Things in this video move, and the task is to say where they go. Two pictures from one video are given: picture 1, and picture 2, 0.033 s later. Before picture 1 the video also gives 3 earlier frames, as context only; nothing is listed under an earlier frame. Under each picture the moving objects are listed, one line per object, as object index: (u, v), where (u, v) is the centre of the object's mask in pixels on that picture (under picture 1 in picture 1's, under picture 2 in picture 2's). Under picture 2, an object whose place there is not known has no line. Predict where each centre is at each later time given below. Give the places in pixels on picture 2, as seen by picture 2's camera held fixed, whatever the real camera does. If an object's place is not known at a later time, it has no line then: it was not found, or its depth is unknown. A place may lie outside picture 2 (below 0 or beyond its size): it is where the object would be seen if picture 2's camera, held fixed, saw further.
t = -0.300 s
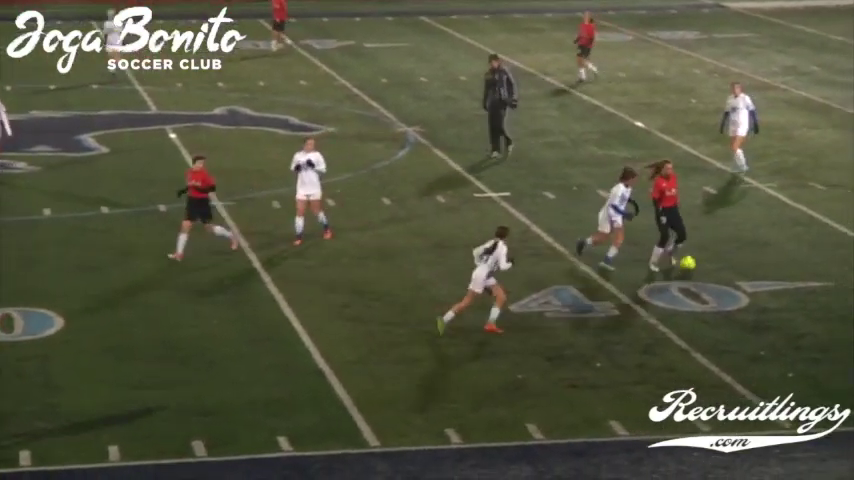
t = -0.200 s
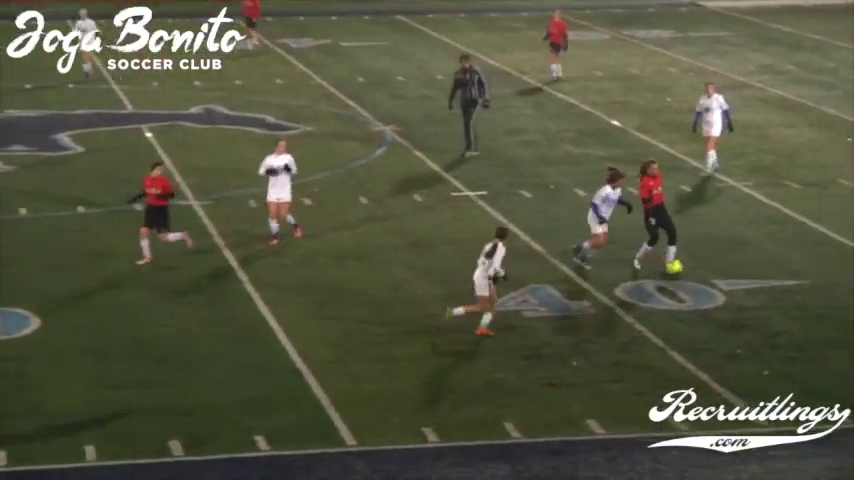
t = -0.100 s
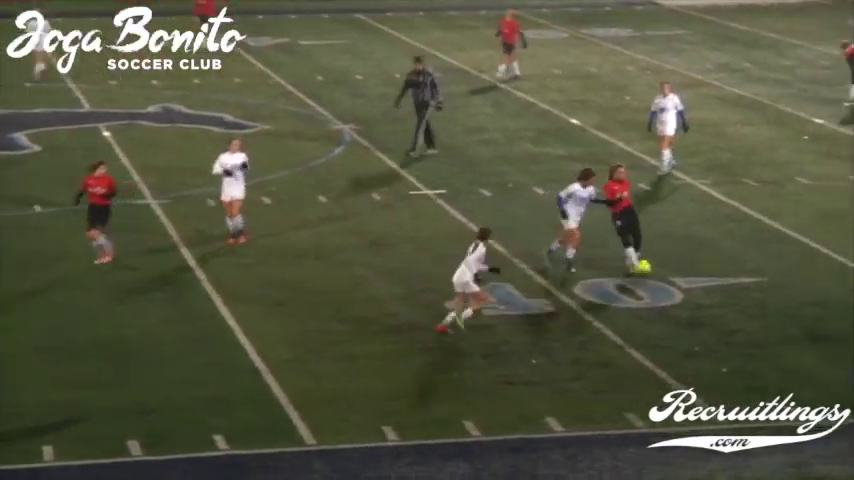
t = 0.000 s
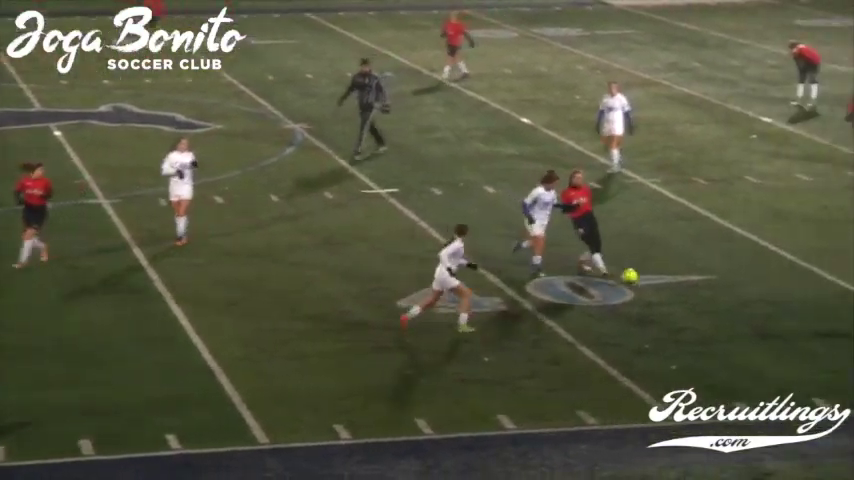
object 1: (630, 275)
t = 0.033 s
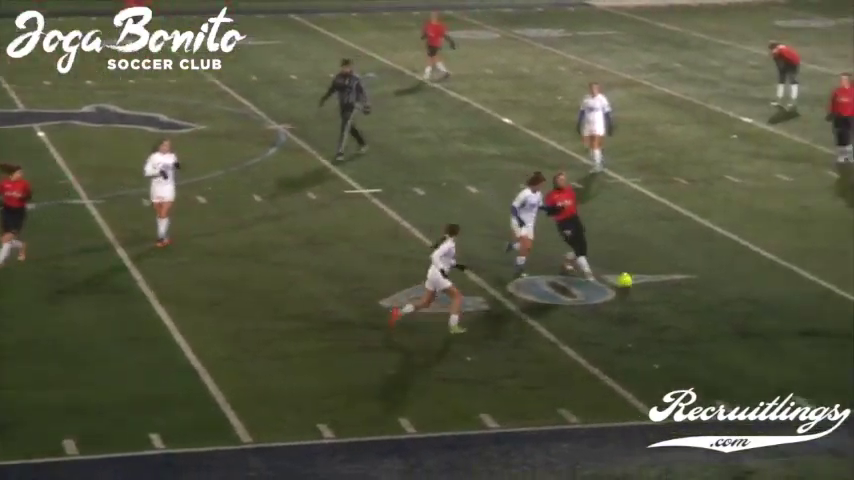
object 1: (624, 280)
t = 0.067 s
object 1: (637, 285)
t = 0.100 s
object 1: (649, 287)
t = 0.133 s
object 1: (661, 290)
